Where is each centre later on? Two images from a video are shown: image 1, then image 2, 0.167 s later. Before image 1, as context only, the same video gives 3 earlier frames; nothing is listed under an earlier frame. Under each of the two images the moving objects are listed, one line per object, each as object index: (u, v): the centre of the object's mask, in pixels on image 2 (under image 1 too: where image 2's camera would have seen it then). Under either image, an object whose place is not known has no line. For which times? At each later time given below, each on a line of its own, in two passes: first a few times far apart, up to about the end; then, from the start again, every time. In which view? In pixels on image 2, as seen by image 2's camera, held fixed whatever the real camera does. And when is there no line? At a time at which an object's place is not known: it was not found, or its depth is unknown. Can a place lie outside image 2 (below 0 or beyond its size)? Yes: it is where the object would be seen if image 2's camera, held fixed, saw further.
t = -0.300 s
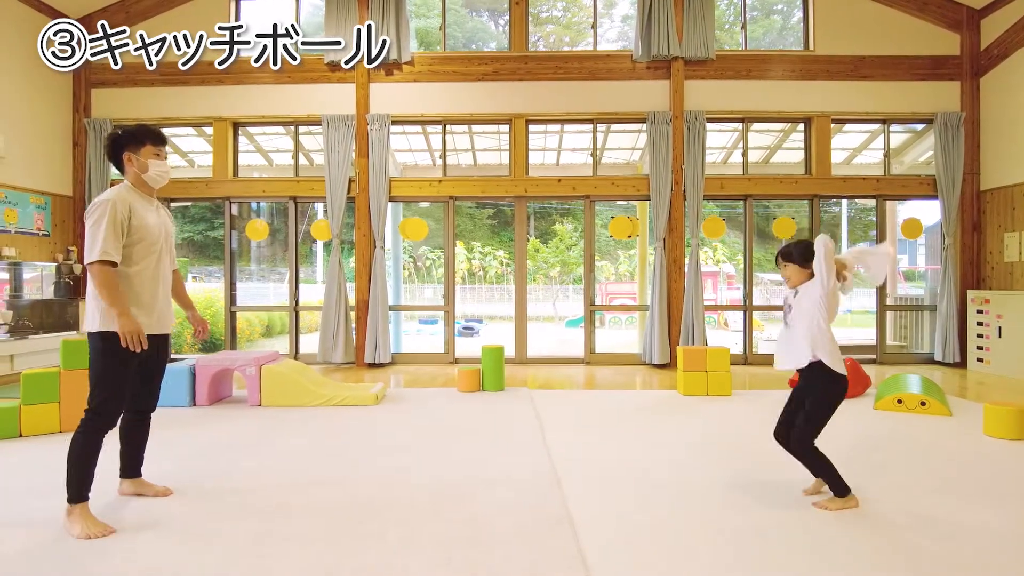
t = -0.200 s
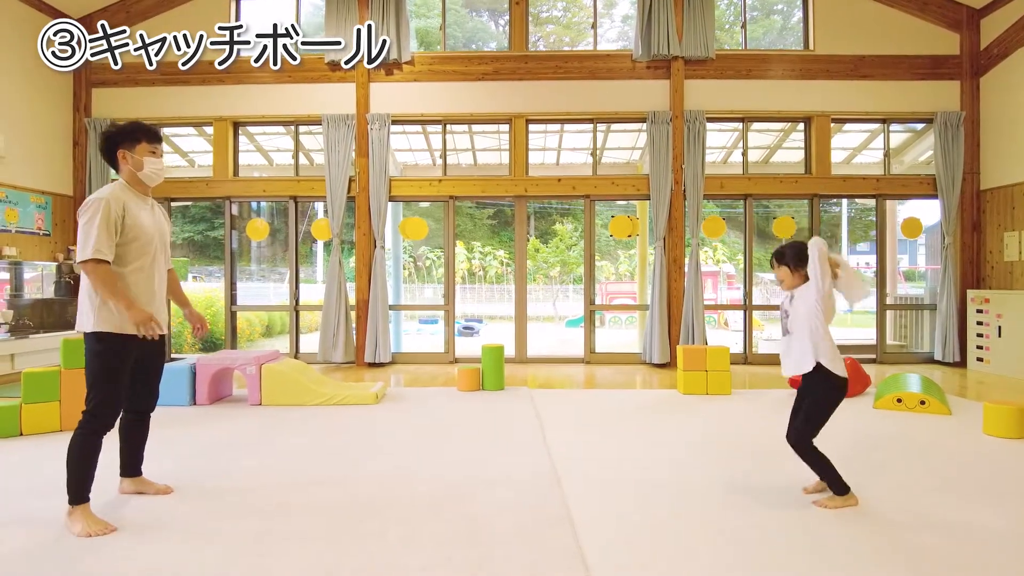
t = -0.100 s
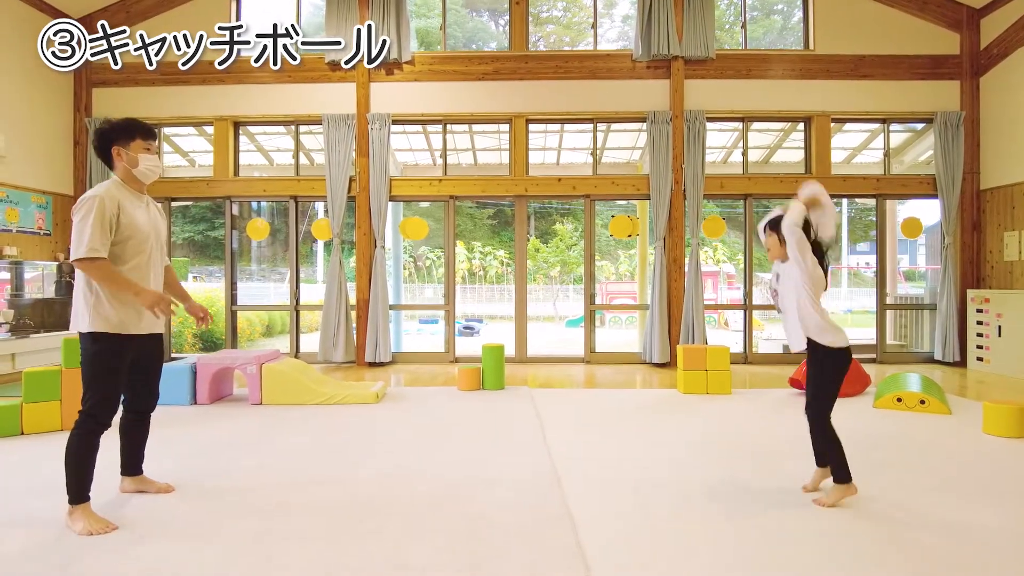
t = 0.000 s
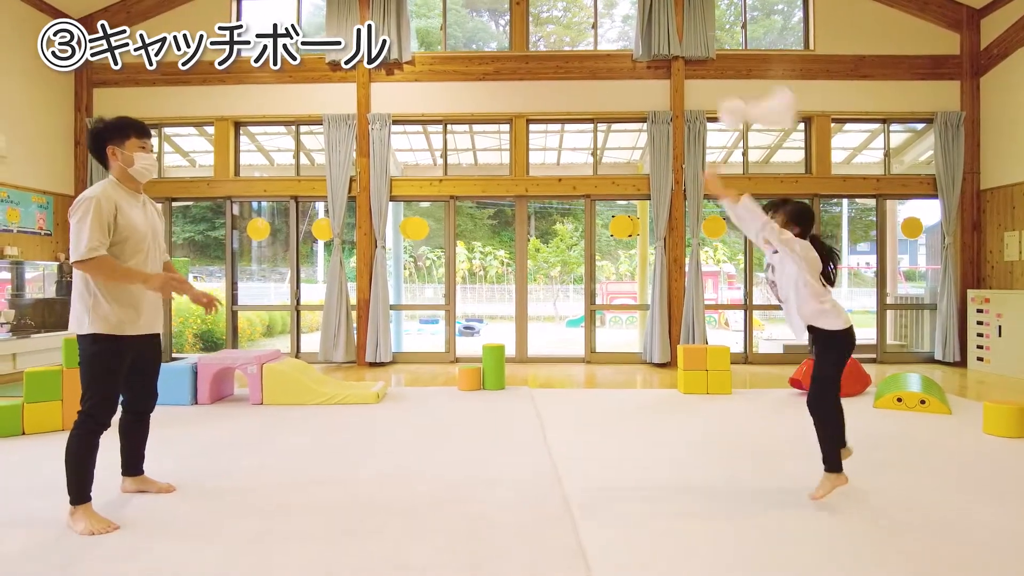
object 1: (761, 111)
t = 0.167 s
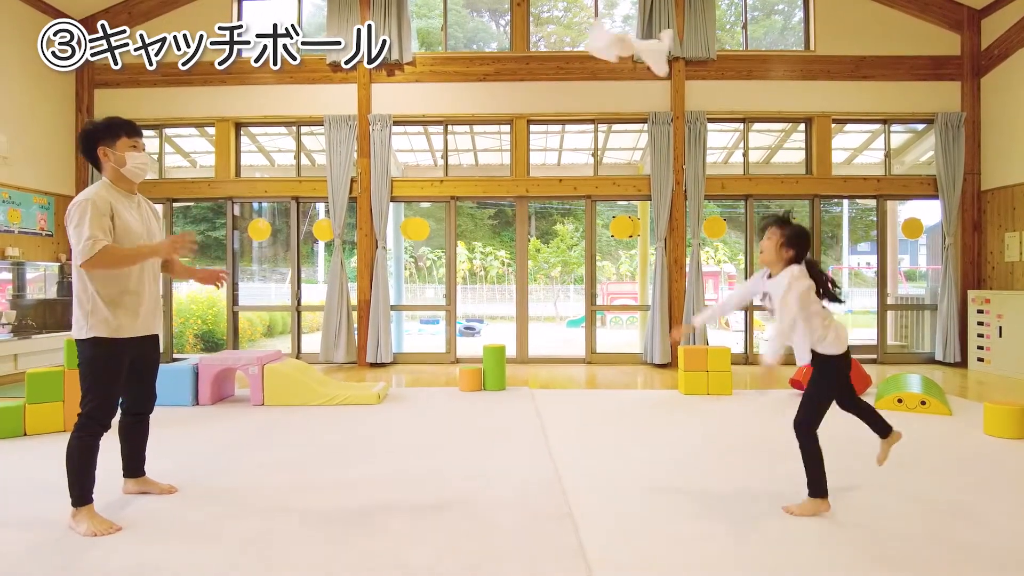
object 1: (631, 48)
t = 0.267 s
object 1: (567, 42)
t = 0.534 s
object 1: (409, 127)
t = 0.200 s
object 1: (608, 45)
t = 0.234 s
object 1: (584, 42)
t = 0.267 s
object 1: (567, 42)
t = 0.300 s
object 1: (549, 45)
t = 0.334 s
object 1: (531, 53)
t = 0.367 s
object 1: (510, 61)
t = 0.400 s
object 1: (489, 71)
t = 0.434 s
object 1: (467, 80)
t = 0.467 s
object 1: (447, 92)
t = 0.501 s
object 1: (427, 109)
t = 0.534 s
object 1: (409, 127)
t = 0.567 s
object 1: (391, 144)
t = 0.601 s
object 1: (373, 165)
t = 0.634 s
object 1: (356, 185)
